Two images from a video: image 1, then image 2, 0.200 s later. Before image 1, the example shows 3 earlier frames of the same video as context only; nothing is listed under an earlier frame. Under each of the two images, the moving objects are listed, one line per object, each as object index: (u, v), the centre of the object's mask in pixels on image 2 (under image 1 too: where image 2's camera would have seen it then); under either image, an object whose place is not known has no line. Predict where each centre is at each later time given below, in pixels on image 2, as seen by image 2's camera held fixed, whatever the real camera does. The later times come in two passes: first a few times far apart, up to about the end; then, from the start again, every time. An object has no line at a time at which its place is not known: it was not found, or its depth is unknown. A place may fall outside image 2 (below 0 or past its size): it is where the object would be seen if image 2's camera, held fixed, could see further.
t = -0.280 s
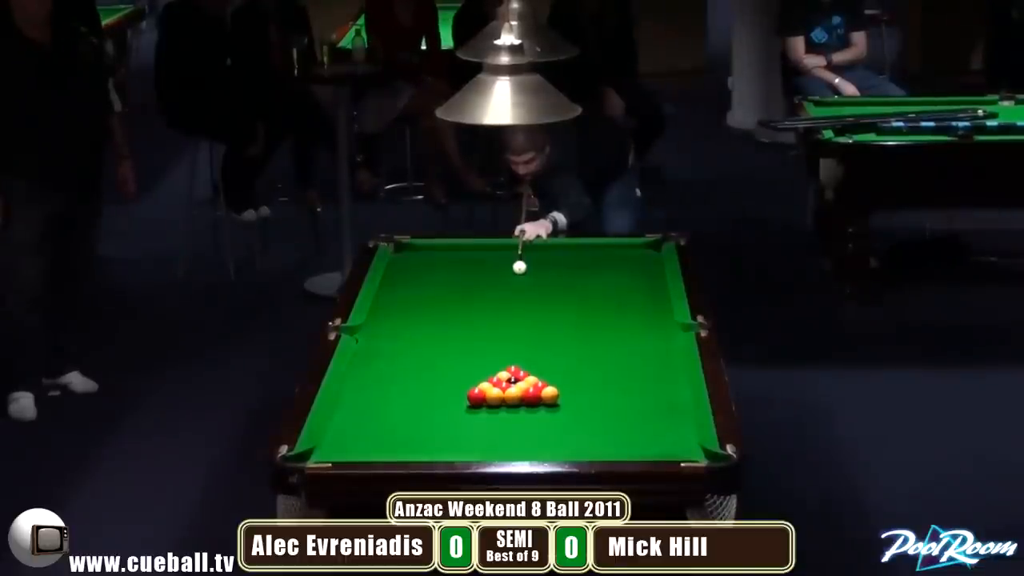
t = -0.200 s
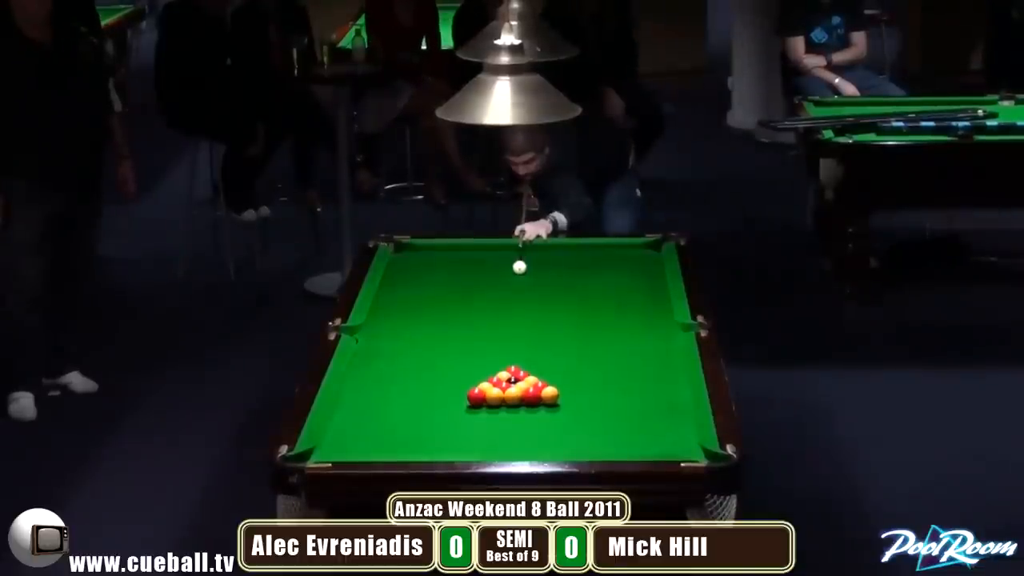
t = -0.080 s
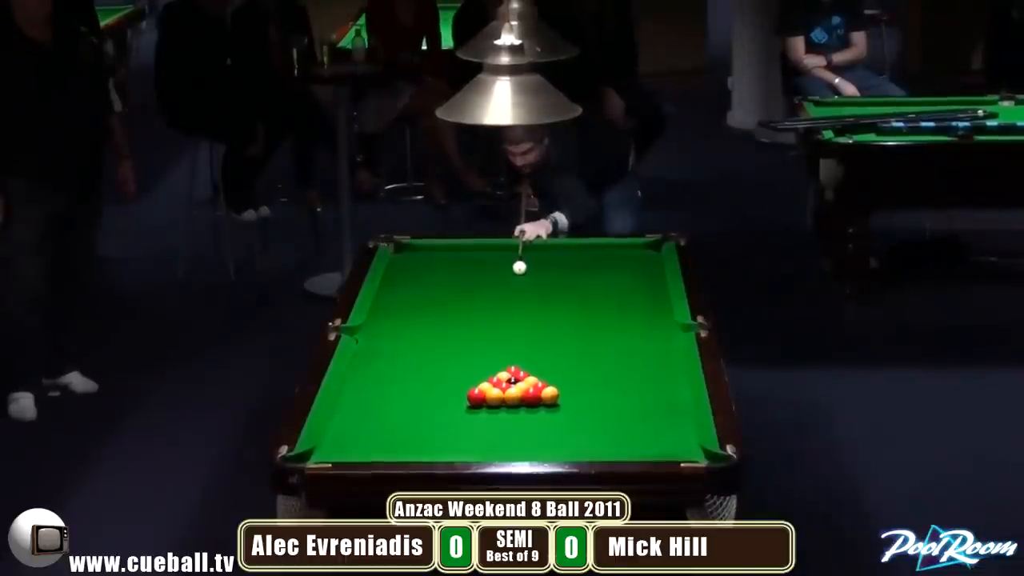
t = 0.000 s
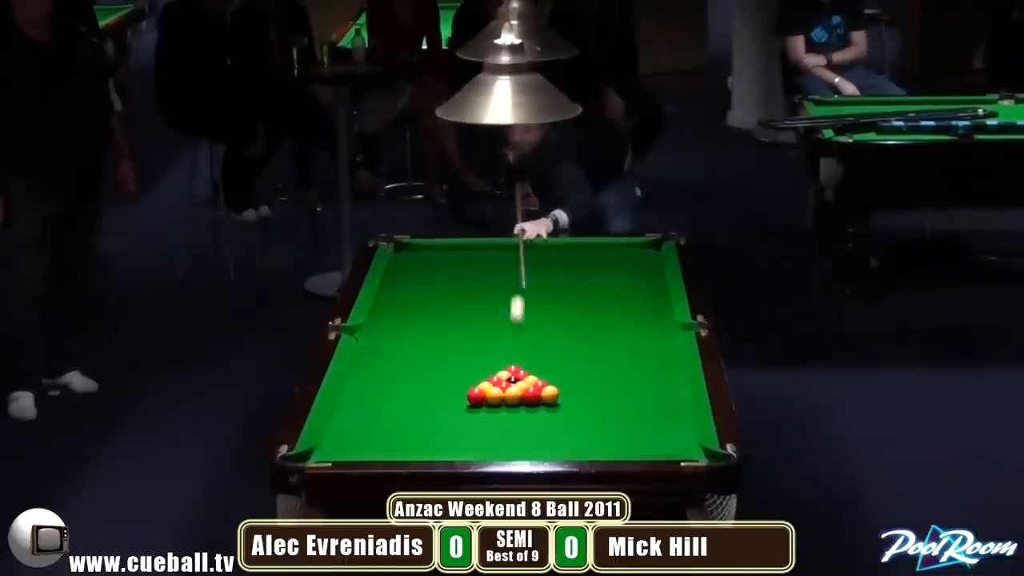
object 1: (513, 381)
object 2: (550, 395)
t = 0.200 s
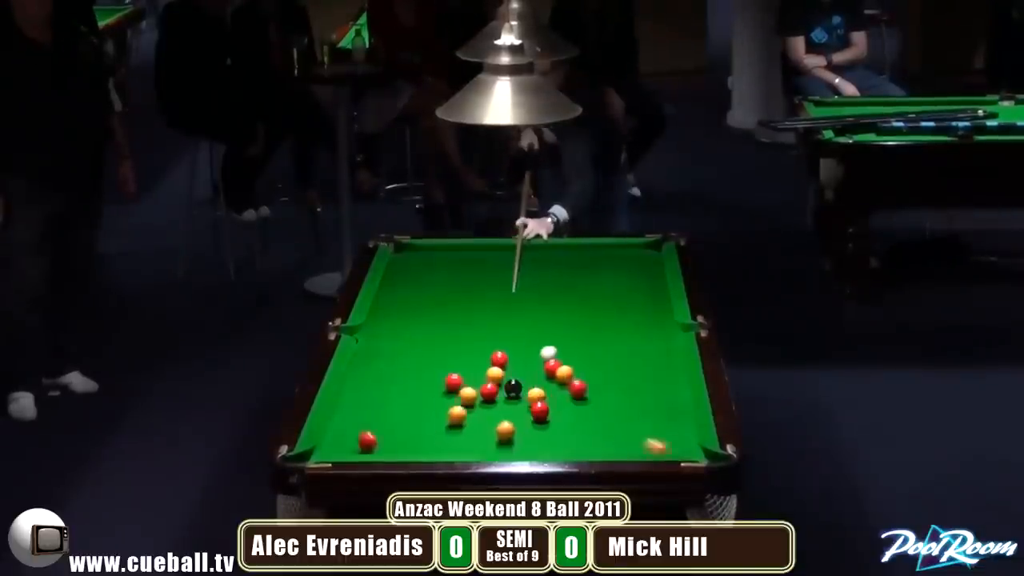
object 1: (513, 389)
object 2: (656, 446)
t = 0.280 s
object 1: (513, 389)
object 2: (678, 441)
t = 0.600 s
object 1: (514, 393)
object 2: (567, 420)
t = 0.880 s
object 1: (514, 395)
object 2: (529, 427)
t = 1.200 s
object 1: (512, 397)
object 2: (487, 436)
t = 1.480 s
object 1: (512, 399)
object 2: (452, 443)
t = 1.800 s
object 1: (512, 399)
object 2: (416, 448)
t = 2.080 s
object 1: (512, 400)
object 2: (391, 449)
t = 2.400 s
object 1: (512, 399)
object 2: (371, 447)
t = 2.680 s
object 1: (512, 400)
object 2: (358, 446)
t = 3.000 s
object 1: (512, 399)
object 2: (346, 446)
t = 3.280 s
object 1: (512, 399)
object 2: (338, 446)
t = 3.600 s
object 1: (512, 399)
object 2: (332, 446)
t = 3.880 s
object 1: (512, 399)
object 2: (330, 446)
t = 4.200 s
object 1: (512, 399)
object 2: (330, 446)
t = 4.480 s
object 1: (512, 399)
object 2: (330, 446)
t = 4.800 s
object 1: (512, 399)
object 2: (330, 446)
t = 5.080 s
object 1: (512, 399)
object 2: (330, 446)
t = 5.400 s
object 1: (512, 399)
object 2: (330, 446)
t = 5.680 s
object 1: (512, 399)
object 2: (330, 446)
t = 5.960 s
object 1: (512, 400)
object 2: (330, 446)
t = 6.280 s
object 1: (512, 399)
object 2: (330, 446)
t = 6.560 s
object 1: (512, 399)
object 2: (330, 446)
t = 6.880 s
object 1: (512, 399)
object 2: (330, 446)
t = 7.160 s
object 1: (512, 399)
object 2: (330, 446)
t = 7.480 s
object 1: (512, 399)
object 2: (330, 446)
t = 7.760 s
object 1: (512, 399)
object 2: (330, 446)
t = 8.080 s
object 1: (512, 398)
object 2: (330, 446)
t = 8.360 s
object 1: (512, 398)
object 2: (330, 446)
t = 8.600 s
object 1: (512, 398)
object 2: (330, 446)
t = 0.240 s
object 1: (513, 390)
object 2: (681, 446)
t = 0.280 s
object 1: (513, 389)
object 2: (678, 441)
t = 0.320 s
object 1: (513, 390)
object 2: (658, 436)
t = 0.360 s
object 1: (513, 391)
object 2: (639, 432)
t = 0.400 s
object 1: (513, 390)
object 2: (621, 427)
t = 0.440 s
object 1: (514, 391)
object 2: (605, 423)
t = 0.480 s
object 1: (514, 392)
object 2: (589, 419)
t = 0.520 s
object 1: (514, 393)
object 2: (575, 416)
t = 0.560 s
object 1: (514, 392)
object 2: (571, 418)
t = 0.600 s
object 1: (514, 393)
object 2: (567, 420)
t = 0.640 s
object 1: (514, 393)
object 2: (563, 422)
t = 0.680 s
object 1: (514, 394)
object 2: (557, 423)
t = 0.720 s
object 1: (514, 394)
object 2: (551, 424)
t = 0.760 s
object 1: (514, 395)
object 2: (546, 424)
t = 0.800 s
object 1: (513, 395)
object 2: (540, 426)
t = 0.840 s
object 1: (513, 396)
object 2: (535, 426)
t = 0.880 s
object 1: (514, 395)
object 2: (529, 427)
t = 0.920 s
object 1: (513, 395)
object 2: (524, 429)
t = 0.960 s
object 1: (513, 396)
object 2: (518, 430)
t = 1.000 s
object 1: (513, 397)
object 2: (513, 431)
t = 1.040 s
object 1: (513, 397)
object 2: (507, 432)
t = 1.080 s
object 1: (513, 397)
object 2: (502, 433)
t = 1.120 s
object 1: (513, 397)
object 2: (497, 434)
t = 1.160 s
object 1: (513, 397)
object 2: (492, 435)
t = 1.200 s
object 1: (512, 397)
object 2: (487, 436)
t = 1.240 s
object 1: (512, 398)
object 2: (482, 437)
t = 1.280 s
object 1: (512, 399)
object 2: (477, 438)
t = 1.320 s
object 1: (512, 399)
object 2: (472, 440)
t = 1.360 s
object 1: (512, 398)
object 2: (467, 441)
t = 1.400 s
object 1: (512, 399)
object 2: (462, 442)
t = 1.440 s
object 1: (512, 399)
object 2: (457, 443)
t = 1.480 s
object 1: (512, 399)
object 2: (452, 443)
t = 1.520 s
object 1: (512, 399)
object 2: (448, 444)
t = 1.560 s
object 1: (512, 399)
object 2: (443, 444)
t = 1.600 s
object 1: (512, 399)
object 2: (438, 445)
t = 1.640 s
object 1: (512, 399)
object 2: (434, 446)
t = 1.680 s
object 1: (512, 399)
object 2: (429, 446)
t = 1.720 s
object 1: (512, 399)
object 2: (425, 446)
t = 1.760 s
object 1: (512, 400)
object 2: (420, 447)
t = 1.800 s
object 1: (512, 399)
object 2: (416, 448)
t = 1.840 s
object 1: (512, 399)
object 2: (411, 448)
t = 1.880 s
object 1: (512, 400)
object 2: (407, 449)
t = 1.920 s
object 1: (512, 400)
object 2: (403, 450)
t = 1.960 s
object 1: (512, 400)
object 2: (399, 450)
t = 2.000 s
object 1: (512, 400)
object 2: (396, 449)
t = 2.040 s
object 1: (512, 400)
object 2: (393, 449)
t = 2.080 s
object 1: (512, 400)
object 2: (391, 449)
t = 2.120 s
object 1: (512, 400)
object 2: (388, 449)
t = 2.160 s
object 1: (512, 400)
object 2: (385, 449)
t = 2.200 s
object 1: (512, 400)
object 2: (382, 448)
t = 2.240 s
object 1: (512, 400)
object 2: (381, 448)
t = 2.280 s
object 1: (512, 400)
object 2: (378, 448)
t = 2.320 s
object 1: (512, 400)
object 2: (376, 448)
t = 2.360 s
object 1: (512, 400)
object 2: (374, 448)
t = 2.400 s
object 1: (512, 399)
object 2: (371, 447)
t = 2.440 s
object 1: (512, 400)
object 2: (369, 447)
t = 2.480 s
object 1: (512, 400)
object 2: (367, 447)
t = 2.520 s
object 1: (512, 400)
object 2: (365, 447)
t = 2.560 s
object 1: (512, 400)
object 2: (363, 447)
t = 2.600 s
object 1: (512, 400)
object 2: (361, 446)
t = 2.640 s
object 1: (512, 400)
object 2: (360, 446)
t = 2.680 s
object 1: (512, 400)
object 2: (358, 446)
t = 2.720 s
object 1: (512, 400)
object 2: (356, 446)
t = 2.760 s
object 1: (512, 400)
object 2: (355, 446)
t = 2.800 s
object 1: (512, 400)
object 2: (353, 446)
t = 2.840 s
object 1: (512, 400)
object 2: (351, 446)
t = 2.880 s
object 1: (512, 400)
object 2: (350, 446)
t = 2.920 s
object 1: (512, 400)
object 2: (348, 446)
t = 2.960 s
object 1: (512, 399)
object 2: (347, 446)
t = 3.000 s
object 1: (512, 399)
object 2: (346, 446)
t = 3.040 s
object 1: (512, 399)
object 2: (345, 446)
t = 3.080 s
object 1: (512, 399)
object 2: (343, 446)
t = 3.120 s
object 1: (512, 399)
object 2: (342, 446)
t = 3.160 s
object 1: (512, 399)
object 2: (341, 446)
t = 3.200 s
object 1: (512, 399)
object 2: (340, 446)
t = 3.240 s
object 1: (512, 399)
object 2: (339, 446)
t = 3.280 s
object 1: (512, 399)
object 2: (338, 446)
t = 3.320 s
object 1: (512, 399)
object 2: (337, 446)
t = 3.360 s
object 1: (512, 399)
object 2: (336, 446)
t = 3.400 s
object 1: (512, 399)
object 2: (335, 446)
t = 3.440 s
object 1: (512, 399)
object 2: (335, 446)
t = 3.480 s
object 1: (512, 399)
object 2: (334, 446)
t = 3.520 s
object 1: (512, 399)
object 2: (333, 446)
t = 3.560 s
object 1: (512, 399)
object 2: (333, 446)
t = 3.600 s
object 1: (512, 399)
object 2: (332, 446)
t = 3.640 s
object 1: (512, 399)
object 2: (332, 446)
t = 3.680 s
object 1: (512, 399)
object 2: (331, 446)
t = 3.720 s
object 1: (512, 399)
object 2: (331, 446)
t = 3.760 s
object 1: (512, 399)
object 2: (330, 446)
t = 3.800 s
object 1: (512, 399)
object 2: (330, 446)
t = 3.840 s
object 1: (512, 399)
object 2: (330, 446)
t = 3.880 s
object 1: (512, 399)
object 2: (330, 446)
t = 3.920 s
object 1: (512, 399)
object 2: (330, 446)
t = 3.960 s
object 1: (512, 399)
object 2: (330, 446)
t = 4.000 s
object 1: (512, 399)
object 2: (330, 446)
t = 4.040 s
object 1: (512, 399)
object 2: (330, 446)
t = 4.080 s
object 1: (512, 399)
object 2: (330, 446)
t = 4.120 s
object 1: (512, 399)
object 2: (330, 446)
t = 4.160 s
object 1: (512, 399)
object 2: (330, 446)
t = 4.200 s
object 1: (512, 399)
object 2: (330, 446)
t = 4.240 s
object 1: (512, 399)
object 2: (330, 446)
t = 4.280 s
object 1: (512, 399)
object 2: (330, 446)
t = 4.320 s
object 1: (512, 399)
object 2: (330, 446)
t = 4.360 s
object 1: (512, 399)
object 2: (330, 446)
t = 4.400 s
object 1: (512, 399)
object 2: (330, 446)
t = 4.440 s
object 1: (512, 399)
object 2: (330, 446)
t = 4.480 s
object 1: (512, 399)
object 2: (330, 446)
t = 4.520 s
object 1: (512, 399)
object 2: (330, 446)
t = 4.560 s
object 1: (512, 399)
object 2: (330, 446)
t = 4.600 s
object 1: (512, 399)
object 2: (330, 446)
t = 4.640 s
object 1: (512, 399)
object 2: (330, 446)
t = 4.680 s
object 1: (512, 399)
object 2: (330, 446)
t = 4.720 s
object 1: (512, 399)
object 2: (330, 446)
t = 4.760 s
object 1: (512, 399)
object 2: (330, 446)
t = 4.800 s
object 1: (512, 399)
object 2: (330, 446)
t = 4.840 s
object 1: (512, 399)
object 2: (330, 446)
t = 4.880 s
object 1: (512, 399)
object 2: (330, 446)
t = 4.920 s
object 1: (512, 399)
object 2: (330, 446)
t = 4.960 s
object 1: (512, 399)
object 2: (329, 446)
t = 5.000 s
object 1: (512, 399)
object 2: (330, 446)
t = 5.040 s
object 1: (512, 399)
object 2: (330, 446)
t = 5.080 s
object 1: (512, 399)
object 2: (330, 446)
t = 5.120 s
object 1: (512, 399)
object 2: (329, 446)
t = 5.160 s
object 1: (512, 399)
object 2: (329, 446)
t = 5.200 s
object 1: (512, 399)
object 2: (329, 446)
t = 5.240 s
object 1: (512, 399)
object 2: (329, 446)
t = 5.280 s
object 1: (512, 399)
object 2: (329, 446)
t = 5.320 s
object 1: (512, 399)
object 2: (329, 446)
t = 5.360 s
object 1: (512, 399)
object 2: (330, 446)
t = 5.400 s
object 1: (512, 399)
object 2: (330, 446)
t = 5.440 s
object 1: (512, 399)
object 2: (329, 446)
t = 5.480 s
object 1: (512, 399)
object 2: (330, 446)
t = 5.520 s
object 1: (512, 399)
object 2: (330, 446)
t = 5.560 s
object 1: (512, 399)
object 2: (329, 446)
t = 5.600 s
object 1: (512, 399)
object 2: (329, 447)
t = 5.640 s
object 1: (512, 400)
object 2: (330, 446)
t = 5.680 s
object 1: (512, 399)
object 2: (330, 446)
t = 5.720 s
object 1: (512, 399)
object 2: (329, 446)
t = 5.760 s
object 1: (512, 399)
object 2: (330, 446)
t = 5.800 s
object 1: (512, 400)
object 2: (330, 446)
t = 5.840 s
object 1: (512, 399)
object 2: (329, 446)
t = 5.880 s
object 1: (512, 399)
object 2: (330, 446)
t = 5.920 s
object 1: (512, 399)
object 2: (330, 446)
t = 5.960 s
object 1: (512, 400)
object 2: (330, 446)
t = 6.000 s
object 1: (512, 399)
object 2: (330, 446)
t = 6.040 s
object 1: (512, 399)
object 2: (329, 446)
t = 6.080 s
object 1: (512, 399)
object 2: (330, 446)
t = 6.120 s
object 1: (512, 399)
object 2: (330, 446)
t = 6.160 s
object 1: (512, 399)
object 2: (330, 446)
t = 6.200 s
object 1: (512, 399)
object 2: (330, 446)
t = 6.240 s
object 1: (512, 399)
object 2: (330, 446)
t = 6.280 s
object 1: (512, 399)
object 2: (330, 446)
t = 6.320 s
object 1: (512, 399)
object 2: (329, 446)
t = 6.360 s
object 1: (512, 399)
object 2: (330, 446)
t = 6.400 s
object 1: (512, 399)
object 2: (330, 446)
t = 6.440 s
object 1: (512, 399)
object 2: (329, 446)
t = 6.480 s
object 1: (512, 399)
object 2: (330, 446)
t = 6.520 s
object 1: (512, 399)
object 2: (330, 446)
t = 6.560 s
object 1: (512, 399)
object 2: (330, 446)
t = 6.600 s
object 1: (512, 399)
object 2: (330, 446)
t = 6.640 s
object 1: (512, 399)
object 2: (330, 446)
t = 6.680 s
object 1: (512, 399)
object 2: (330, 446)
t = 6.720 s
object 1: (512, 399)
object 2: (330, 446)
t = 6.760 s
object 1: (512, 399)
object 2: (329, 446)
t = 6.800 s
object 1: (512, 399)
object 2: (330, 446)
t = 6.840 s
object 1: (512, 399)
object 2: (330, 446)
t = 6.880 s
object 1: (512, 399)
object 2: (330, 446)
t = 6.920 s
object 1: (512, 399)
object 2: (330, 446)
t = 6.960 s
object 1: (512, 399)
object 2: (330, 446)
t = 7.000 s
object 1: (512, 399)
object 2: (330, 446)
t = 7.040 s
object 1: (512, 399)
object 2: (330, 446)
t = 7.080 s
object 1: (512, 399)
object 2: (330, 446)
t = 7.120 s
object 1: (512, 399)
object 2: (330, 446)
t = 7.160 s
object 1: (512, 399)
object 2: (330, 446)
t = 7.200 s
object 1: (512, 399)
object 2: (330, 446)
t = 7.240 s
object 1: (512, 399)
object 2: (330, 446)
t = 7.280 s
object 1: (512, 399)
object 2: (330, 446)
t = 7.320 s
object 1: (512, 399)
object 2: (330, 446)
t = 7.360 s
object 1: (512, 399)
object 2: (330, 446)
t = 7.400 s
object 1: (512, 399)
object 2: (330, 446)
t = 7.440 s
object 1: (512, 399)
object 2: (330, 446)
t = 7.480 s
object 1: (512, 399)
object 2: (330, 446)
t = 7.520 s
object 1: (512, 399)
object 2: (330, 446)
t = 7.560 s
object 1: (512, 399)
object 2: (330, 446)
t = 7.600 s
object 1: (512, 399)
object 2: (330, 446)
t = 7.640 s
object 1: (512, 399)
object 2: (330, 446)
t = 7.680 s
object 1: (512, 399)
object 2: (330, 446)
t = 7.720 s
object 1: (512, 399)
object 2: (330, 446)
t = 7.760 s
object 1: (512, 399)
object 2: (330, 446)
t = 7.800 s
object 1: (512, 398)
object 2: (330, 446)
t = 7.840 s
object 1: (512, 398)
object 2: (330, 446)
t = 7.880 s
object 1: (512, 399)
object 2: (330, 446)
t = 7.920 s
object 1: (512, 399)
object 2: (330, 446)
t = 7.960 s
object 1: (512, 400)
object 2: (330, 446)
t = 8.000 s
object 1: (512, 400)
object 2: (330, 446)
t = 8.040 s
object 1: (512, 398)
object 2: (330, 446)
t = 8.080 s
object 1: (512, 398)
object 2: (330, 446)
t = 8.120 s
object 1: (512, 398)
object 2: (330, 446)
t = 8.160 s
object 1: (512, 398)
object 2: (330, 446)
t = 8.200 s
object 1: (512, 398)
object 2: (330, 446)
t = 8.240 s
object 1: (512, 398)
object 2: (330, 446)
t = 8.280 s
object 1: (512, 398)
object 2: (330, 446)
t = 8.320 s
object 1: (512, 398)
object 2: (330, 446)
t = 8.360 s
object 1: (512, 398)
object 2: (330, 446)
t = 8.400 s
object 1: (512, 398)
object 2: (330, 446)
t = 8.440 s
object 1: (512, 398)
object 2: (329, 446)
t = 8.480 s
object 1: (512, 398)
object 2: (329, 446)
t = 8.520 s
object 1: (512, 398)
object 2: (330, 446)
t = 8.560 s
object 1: (512, 398)
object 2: (330, 446)
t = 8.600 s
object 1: (512, 398)
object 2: (330, 446)
